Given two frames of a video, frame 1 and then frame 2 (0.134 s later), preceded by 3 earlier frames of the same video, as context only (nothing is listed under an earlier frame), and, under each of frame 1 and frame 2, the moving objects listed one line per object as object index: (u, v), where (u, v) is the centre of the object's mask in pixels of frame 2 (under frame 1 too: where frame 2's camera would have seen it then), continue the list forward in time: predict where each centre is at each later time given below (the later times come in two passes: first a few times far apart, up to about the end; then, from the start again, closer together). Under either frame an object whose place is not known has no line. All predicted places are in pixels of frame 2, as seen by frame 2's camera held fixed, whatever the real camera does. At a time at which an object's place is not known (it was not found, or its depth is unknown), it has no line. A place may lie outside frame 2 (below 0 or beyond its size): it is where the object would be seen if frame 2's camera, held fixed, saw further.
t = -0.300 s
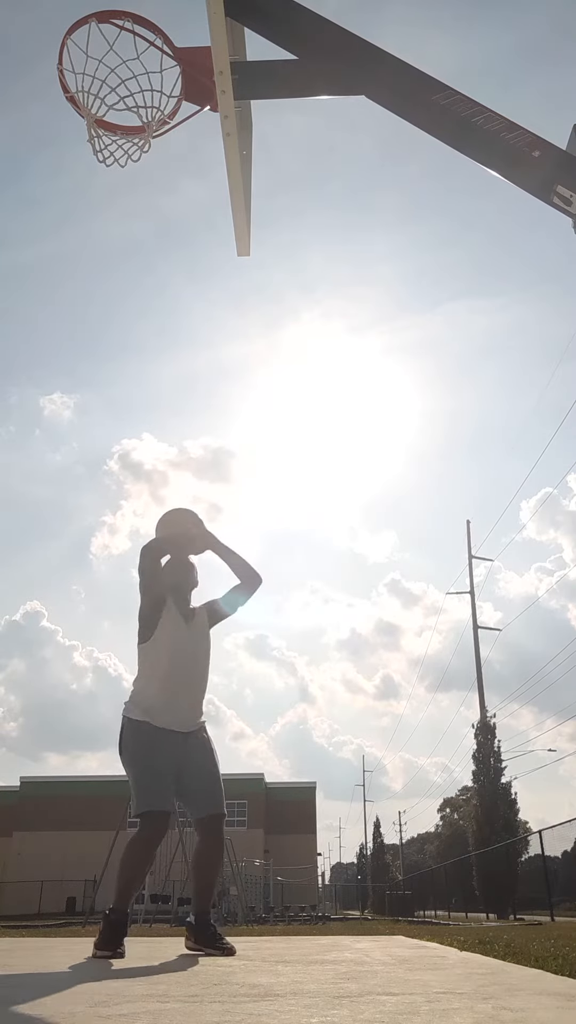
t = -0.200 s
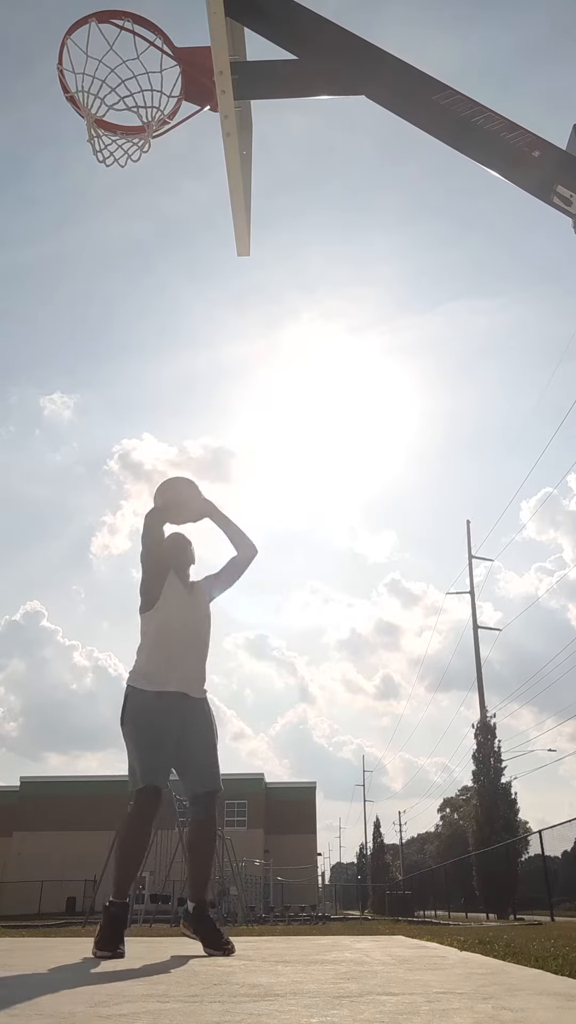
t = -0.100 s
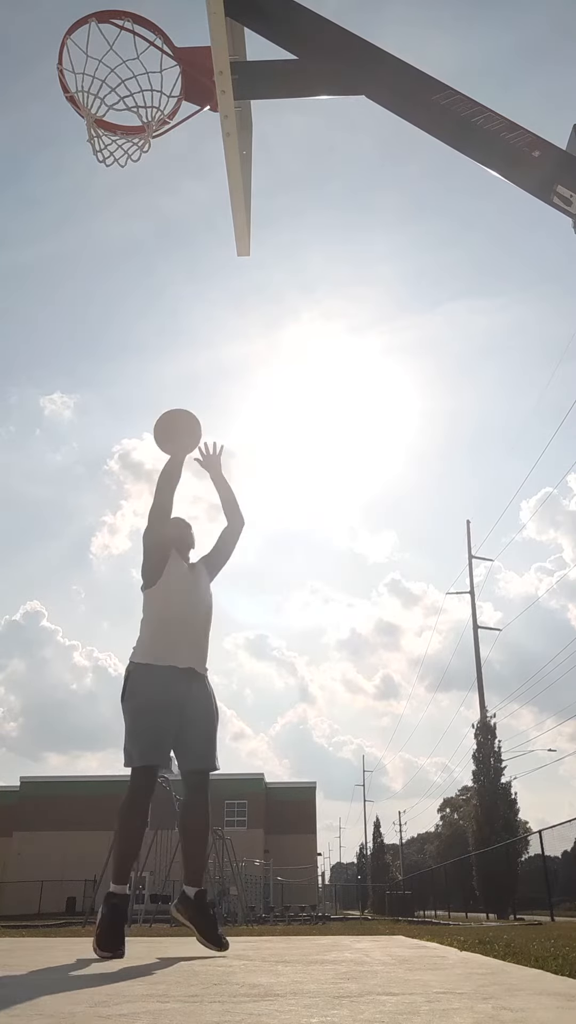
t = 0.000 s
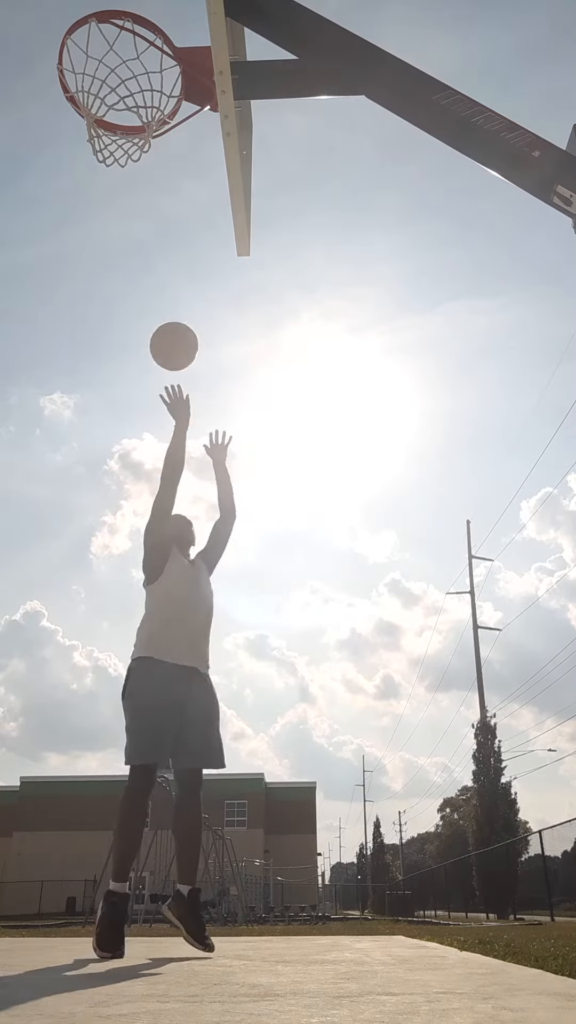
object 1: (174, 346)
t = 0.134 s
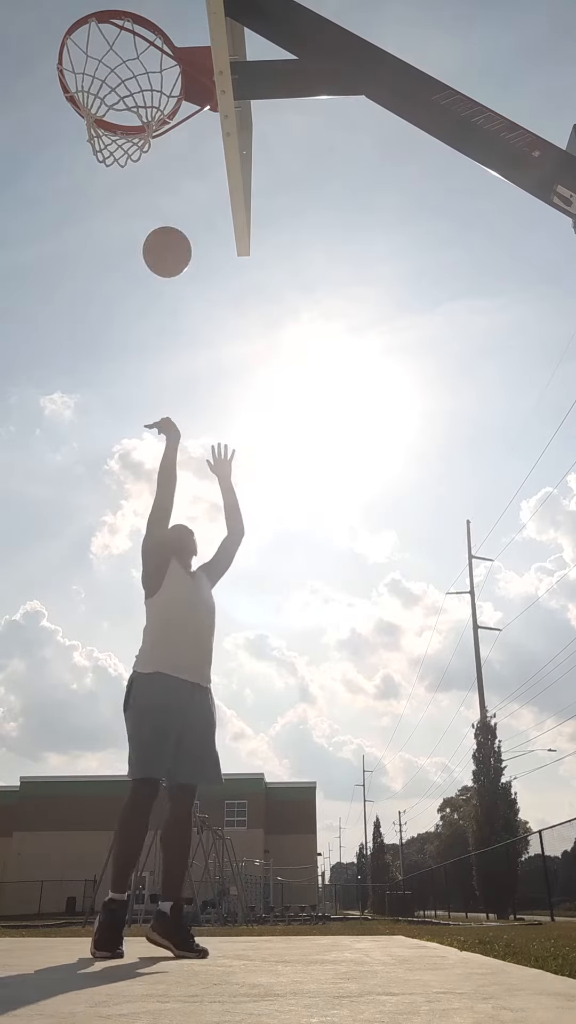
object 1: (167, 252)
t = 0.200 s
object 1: (163, 214)
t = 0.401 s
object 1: (160, 144)
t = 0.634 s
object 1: (121, 69)
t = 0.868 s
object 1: (133, 82)
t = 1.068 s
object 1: (139, 139)
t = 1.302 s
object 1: (90, 247)
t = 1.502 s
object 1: (31, 476)
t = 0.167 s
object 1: (165, 233)
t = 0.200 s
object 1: (163, 214)
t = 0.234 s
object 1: (161, 197)
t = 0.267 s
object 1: (159, 182)
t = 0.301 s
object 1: (158, 169)
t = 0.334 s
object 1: (159, 160)
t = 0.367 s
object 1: (160, 151)
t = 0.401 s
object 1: (160, 144)
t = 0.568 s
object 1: (129, 91)
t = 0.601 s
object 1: (125, 80)
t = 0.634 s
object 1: (121, 69)
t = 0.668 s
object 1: (117, 61)
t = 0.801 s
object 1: (115, 56)
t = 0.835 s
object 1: (125, 67)
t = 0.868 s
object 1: (133, 82)
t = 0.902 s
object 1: (143, 97)
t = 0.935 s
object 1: (150, 112)
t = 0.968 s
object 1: (150, 121)
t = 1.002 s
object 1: (147, 127)
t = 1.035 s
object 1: (143, 133)
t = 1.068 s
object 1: (139, 139)
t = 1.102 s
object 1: (133, 149)
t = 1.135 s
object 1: (126, 157)
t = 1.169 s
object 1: (119, 170)
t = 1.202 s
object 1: (112, 185)
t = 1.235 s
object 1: (105, 203)
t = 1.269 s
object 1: (98, 223)
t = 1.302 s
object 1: (90, 247)
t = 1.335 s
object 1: (81, 274)
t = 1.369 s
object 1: (72, 305)
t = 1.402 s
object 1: (61, 340)
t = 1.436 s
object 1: (50, 379)
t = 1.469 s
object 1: (38, 424)
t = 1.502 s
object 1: (31, 476)
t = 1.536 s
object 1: (23, 535)
